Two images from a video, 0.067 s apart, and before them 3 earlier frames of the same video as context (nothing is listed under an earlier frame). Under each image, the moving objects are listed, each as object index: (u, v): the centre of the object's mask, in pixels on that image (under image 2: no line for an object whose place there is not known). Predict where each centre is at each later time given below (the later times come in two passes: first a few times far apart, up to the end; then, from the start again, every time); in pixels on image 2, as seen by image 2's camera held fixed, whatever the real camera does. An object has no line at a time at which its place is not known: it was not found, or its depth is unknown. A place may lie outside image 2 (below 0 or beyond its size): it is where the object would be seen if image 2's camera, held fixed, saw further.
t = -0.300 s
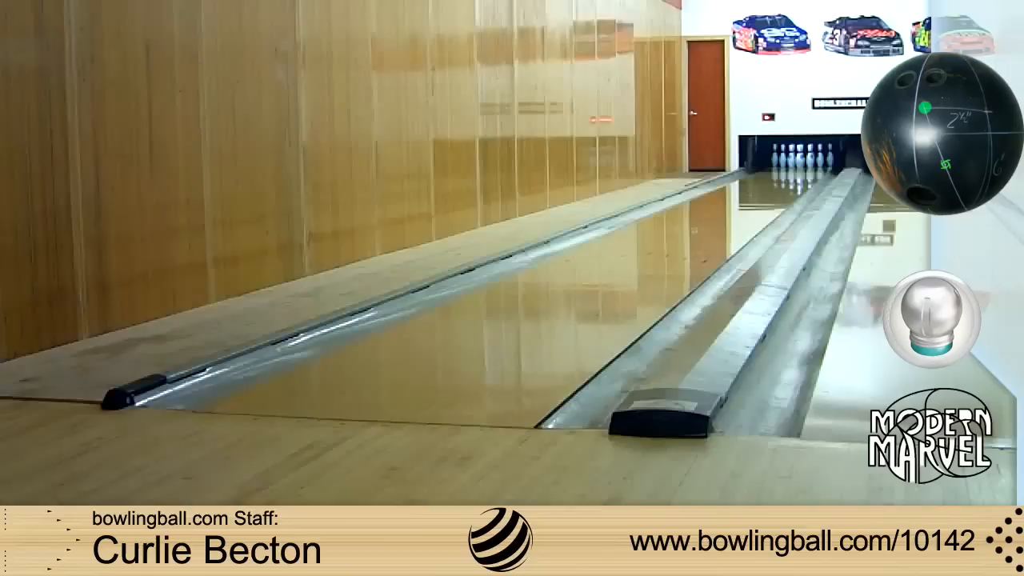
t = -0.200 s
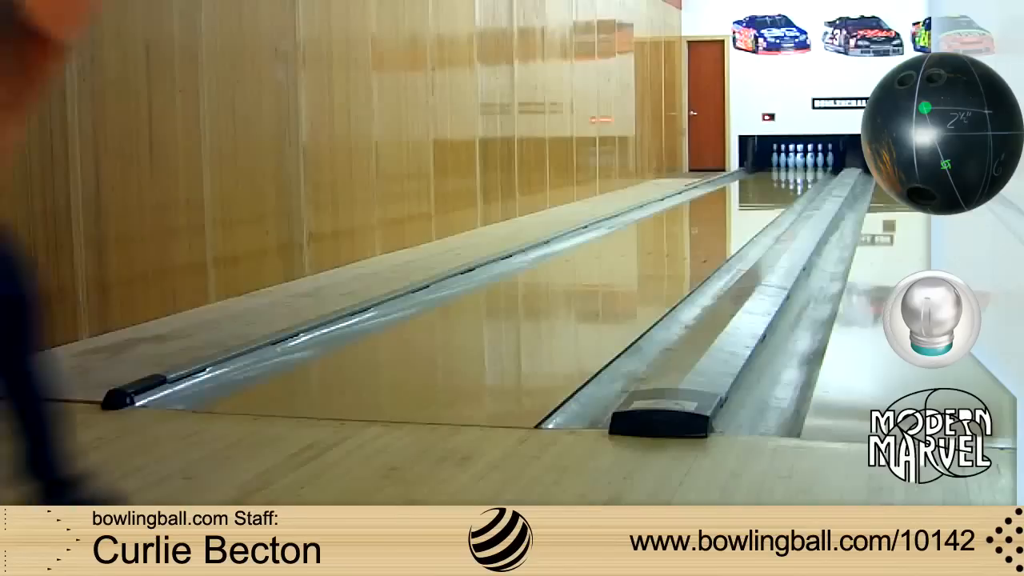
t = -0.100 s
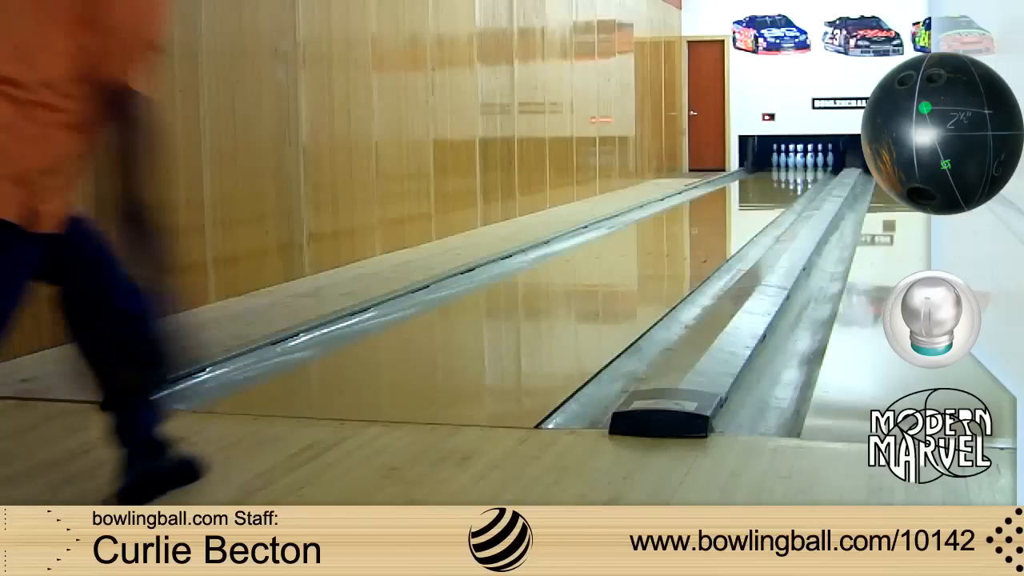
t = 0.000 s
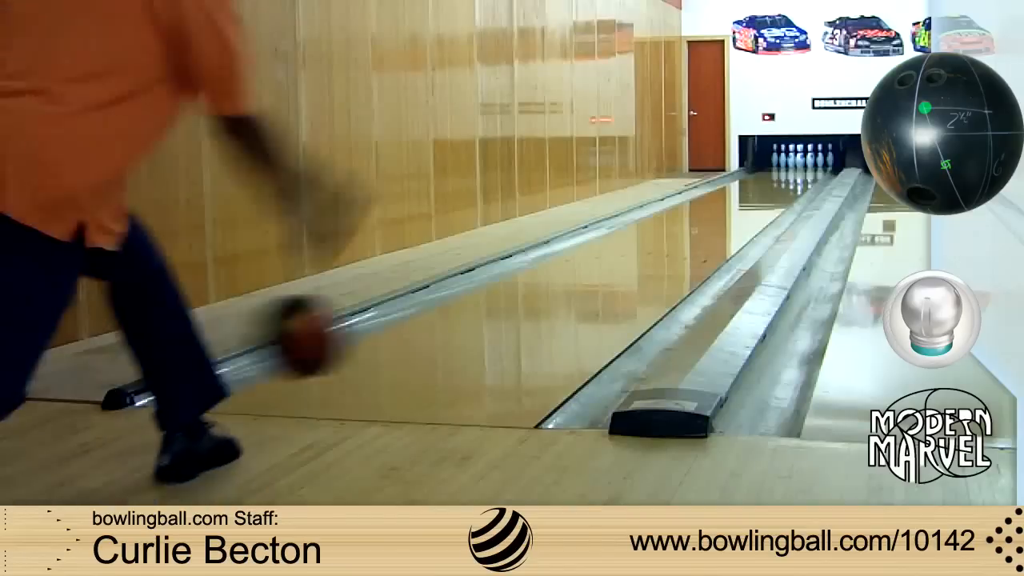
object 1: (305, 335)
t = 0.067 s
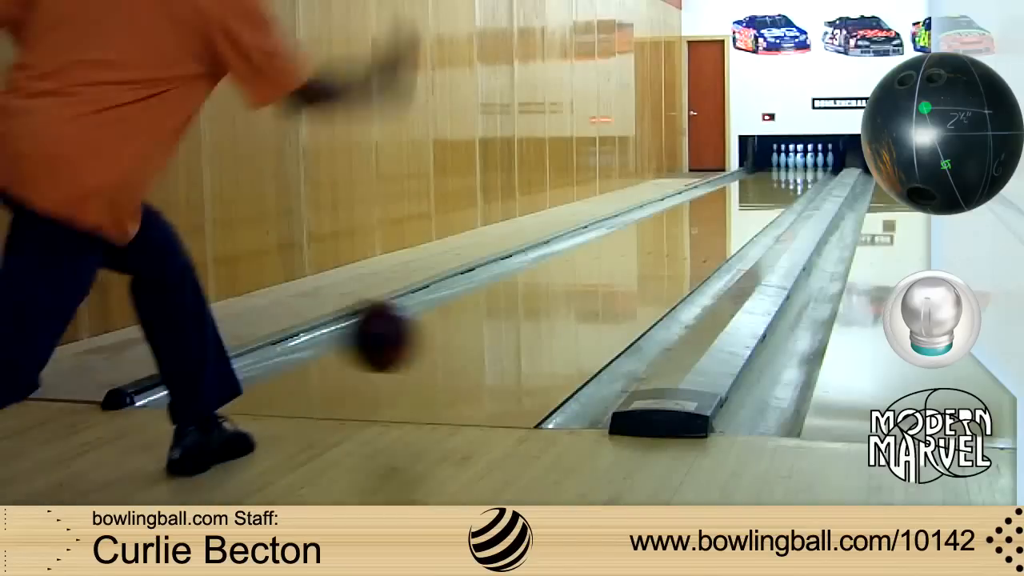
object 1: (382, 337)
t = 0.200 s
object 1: (492, 321)
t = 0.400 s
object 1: (590, 279)
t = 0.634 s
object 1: (660, 244)
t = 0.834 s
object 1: (700, 224)
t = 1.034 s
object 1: (729, 209)
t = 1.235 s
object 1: (750, 199)
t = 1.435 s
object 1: (766, 190)
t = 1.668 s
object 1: (780, 182)
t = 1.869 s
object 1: (790, 176)
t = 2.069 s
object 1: (797, 172)
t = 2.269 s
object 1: (801, 168)
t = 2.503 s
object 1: (803, 165)
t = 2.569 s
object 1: (802, 164)
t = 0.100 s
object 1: (414, 341)
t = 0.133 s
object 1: (442, 347)
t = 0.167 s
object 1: (470, 333)
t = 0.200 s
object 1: (492, 321)
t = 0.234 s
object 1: (511, 314)
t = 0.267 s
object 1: (529, 308)
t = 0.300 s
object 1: (547, 300)
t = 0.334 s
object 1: (563, 292)
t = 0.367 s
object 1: (577, 285)
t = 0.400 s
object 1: (590, 279)
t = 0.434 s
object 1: (603, 272)
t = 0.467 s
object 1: (614, 267)
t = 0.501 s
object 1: (624, 261)
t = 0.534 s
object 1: (634, 257)
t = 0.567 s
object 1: (644, 253)
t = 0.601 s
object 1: (652, 248)
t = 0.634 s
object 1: (660, 244)
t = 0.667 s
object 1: (668, 240)
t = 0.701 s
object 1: (675, 236)
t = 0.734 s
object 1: (682, 233)
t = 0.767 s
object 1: (688, 230)
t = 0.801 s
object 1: (694, 227)
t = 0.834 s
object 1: (700, 224)
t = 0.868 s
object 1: (705, 221)
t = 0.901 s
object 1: (710, 219)
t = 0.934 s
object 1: (715, 216)
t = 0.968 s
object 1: (720, 214)
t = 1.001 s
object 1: (725, 211)
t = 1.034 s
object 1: (729, 209)
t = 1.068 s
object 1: (733, 207)
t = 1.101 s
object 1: (737, 205)
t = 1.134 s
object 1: (740, 204)
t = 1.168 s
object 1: (743, 202)
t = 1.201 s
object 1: (747, 200)
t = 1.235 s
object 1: (750, 199)
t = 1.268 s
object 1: (753, 197)
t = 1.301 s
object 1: (755, 196)
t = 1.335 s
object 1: (758, 194)
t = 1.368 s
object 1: (761, 193)
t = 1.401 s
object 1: (764, 191)
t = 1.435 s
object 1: (766, 190)
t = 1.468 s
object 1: (768, 189)
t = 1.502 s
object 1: (771, 188)
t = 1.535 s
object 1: (773, 187)
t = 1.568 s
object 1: (776, 185)
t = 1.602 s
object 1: (777, 184)
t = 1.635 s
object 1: (778, 183)
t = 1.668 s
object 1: (780, 182)
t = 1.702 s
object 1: (783, 181)
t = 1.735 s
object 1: (785, 180)
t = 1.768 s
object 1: (786, 179)
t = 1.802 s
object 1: (787, 178)
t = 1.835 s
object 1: (788, 177)
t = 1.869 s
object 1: (790, 176)
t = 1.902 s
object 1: (791, 175)
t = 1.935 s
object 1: (793, 175)
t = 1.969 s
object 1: (794, 174)
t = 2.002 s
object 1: (795, 173)
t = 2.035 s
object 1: (796, 173)
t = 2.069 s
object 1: (797, 172)
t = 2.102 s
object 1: (798, 172)
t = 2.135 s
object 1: (799, 171)
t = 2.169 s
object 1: (799, 170)
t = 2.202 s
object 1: (800, 170)
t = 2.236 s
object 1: (800, 169)
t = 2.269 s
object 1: (801, 168)
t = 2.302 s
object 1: (800, 168)
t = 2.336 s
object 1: (801, 167)
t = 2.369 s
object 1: (801, 167)
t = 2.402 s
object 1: (802, 166)
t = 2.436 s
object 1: (803, 166)
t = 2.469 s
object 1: (802, 165)
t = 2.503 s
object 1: (803, 165)
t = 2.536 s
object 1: (803, 165)
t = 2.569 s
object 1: (802, 164)
